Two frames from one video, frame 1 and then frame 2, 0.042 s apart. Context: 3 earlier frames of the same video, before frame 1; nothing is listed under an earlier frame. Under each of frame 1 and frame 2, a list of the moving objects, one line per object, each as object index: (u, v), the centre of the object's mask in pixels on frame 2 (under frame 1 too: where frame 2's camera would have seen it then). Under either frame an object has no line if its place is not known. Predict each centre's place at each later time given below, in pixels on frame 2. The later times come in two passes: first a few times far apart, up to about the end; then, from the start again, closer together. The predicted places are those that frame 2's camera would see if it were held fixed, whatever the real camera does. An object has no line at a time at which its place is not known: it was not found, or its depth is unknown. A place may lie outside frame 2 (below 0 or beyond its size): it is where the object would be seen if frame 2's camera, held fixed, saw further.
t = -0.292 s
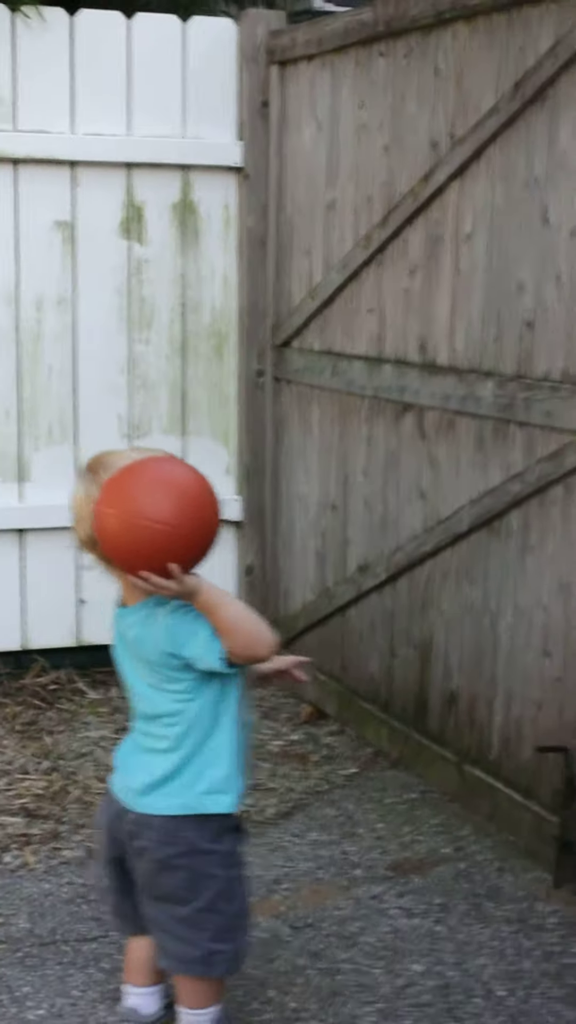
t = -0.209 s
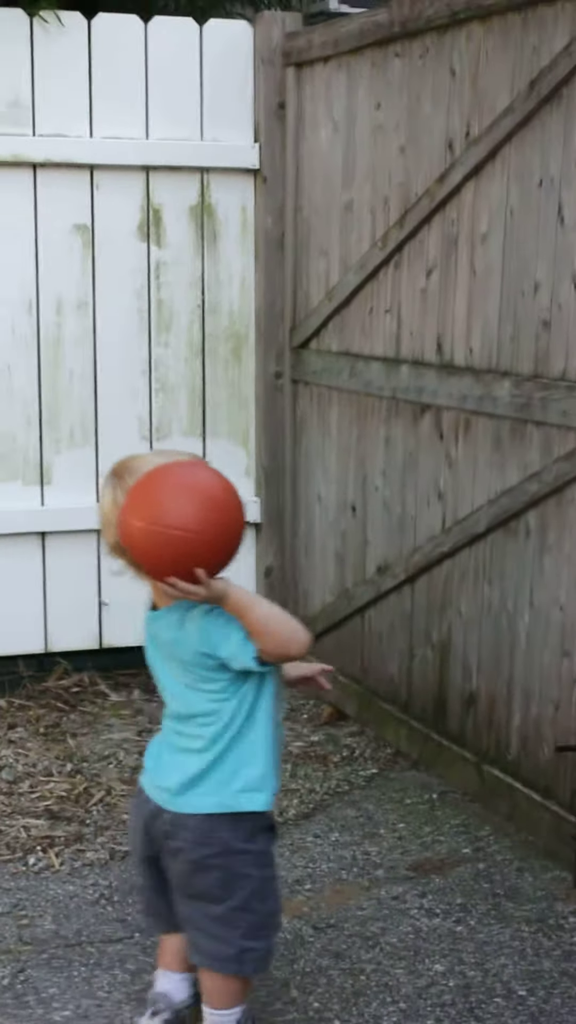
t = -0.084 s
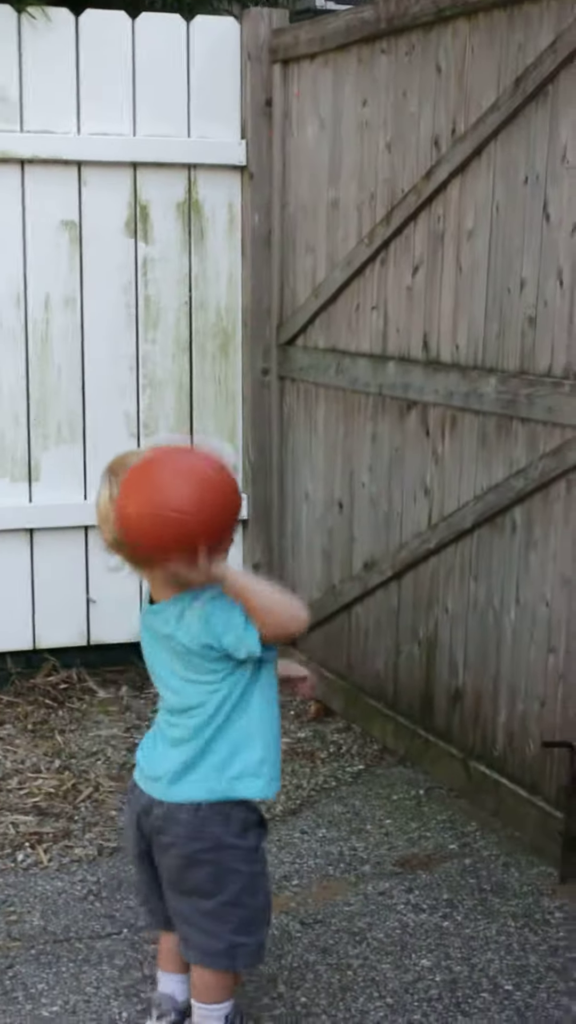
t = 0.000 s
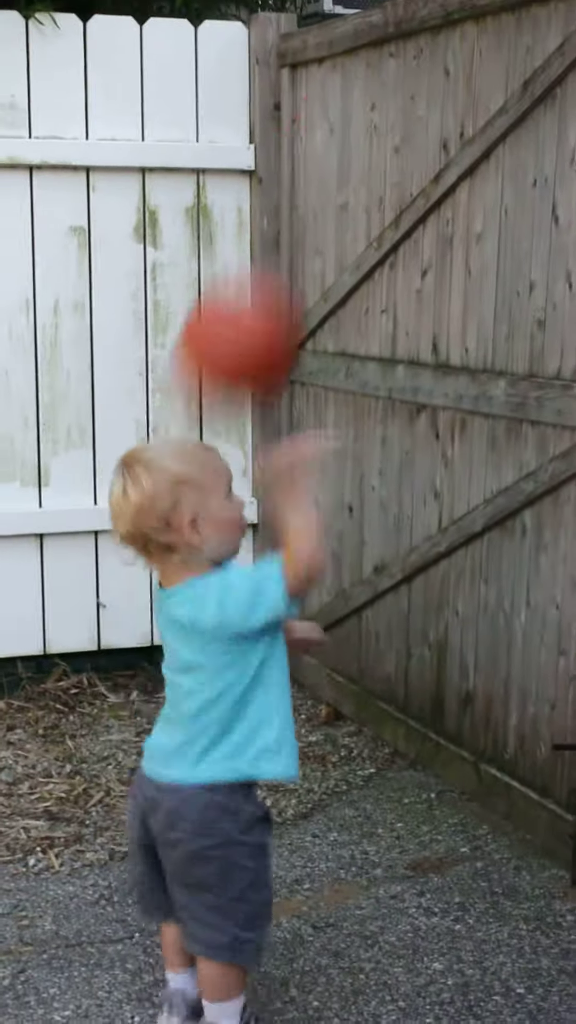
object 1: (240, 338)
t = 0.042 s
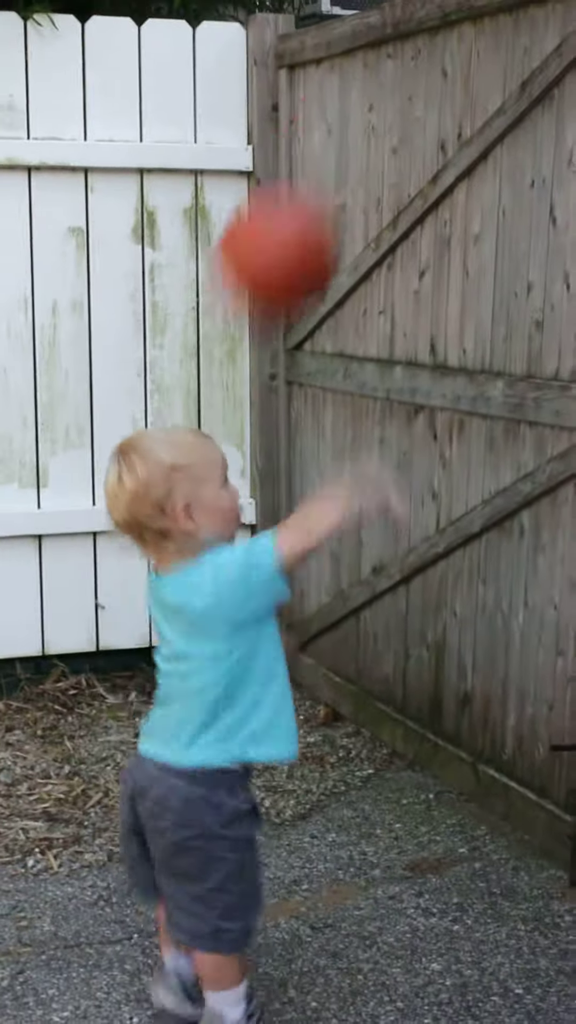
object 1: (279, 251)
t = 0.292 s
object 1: (499, 38)
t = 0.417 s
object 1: (568, 90)
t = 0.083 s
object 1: (314, 183)
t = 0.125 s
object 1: (353, 125)
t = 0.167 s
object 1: (393, 84)
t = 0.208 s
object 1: (432, 55)
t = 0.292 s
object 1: (499, 38)
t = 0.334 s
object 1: (531, 44)
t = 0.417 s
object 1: (568, 90)
